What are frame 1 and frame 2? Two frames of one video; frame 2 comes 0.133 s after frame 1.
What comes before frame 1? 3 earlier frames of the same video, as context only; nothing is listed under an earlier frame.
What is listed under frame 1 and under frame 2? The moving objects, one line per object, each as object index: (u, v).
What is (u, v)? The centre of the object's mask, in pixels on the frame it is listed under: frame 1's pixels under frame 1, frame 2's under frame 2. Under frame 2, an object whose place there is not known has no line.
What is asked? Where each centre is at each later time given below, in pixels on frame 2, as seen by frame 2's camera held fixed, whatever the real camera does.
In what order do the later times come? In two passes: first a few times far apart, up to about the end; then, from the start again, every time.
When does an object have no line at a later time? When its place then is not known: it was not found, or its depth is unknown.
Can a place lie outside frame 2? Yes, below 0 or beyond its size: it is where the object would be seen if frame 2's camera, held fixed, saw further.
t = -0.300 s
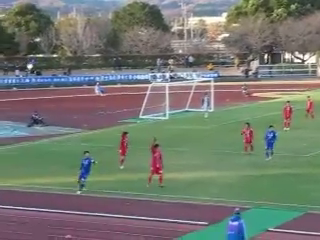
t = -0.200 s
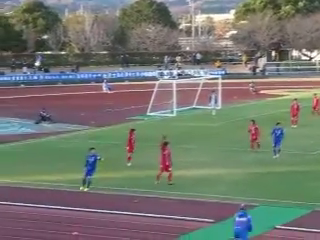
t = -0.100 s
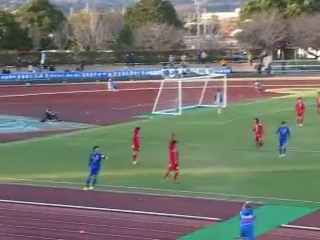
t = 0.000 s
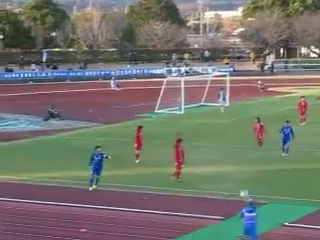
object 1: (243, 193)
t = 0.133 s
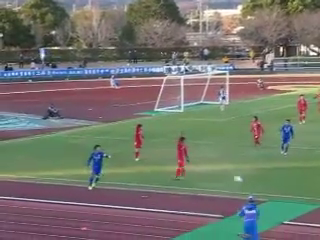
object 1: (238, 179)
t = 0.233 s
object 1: (233, 173)
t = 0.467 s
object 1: (223, 172)
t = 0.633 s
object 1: (218, 180)
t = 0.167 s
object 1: (236, 176)
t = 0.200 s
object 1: (234, 174)
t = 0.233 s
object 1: (233, 173)
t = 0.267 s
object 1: (231, 172)
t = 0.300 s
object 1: (230, 171)
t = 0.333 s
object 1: (229, 171)
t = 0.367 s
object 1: (228, 171)
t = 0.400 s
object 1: (227, 170)
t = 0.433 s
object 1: (225, 170)
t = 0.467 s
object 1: (223, 172)
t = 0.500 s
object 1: (222, 173)
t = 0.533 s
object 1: (221, 174)
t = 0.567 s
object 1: (220, 176)
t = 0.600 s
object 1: (218, 178)
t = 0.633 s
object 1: (218, 180)
